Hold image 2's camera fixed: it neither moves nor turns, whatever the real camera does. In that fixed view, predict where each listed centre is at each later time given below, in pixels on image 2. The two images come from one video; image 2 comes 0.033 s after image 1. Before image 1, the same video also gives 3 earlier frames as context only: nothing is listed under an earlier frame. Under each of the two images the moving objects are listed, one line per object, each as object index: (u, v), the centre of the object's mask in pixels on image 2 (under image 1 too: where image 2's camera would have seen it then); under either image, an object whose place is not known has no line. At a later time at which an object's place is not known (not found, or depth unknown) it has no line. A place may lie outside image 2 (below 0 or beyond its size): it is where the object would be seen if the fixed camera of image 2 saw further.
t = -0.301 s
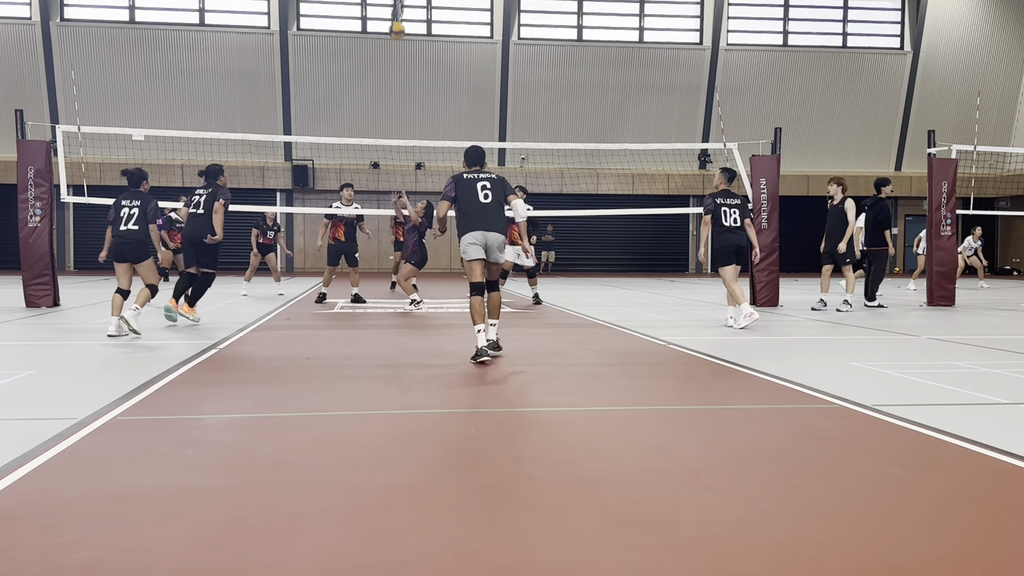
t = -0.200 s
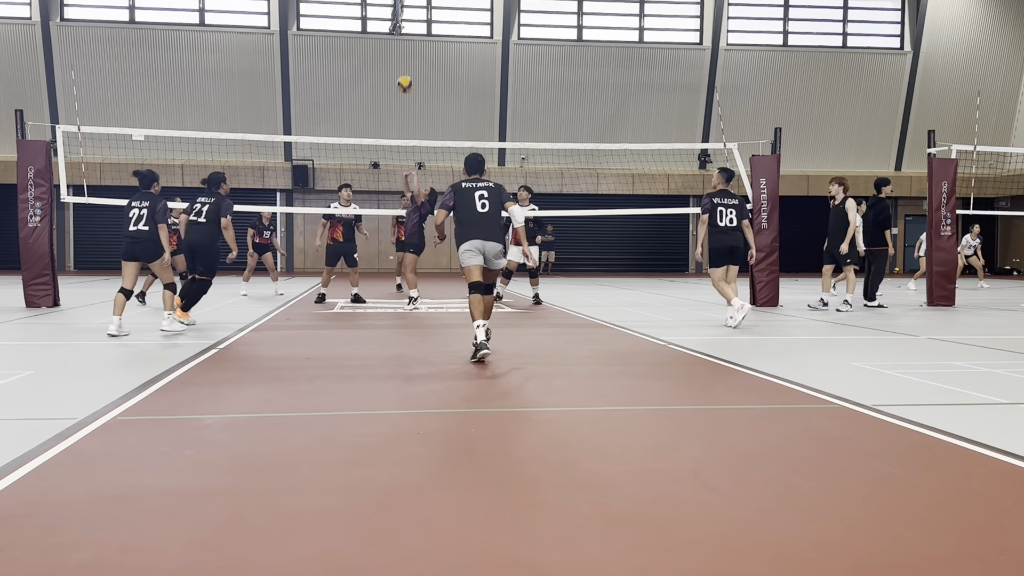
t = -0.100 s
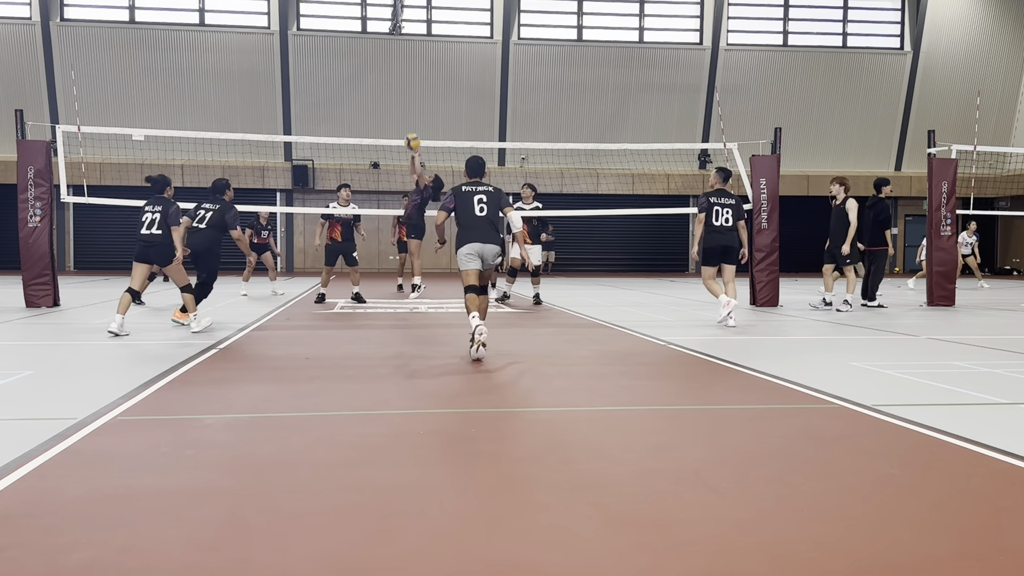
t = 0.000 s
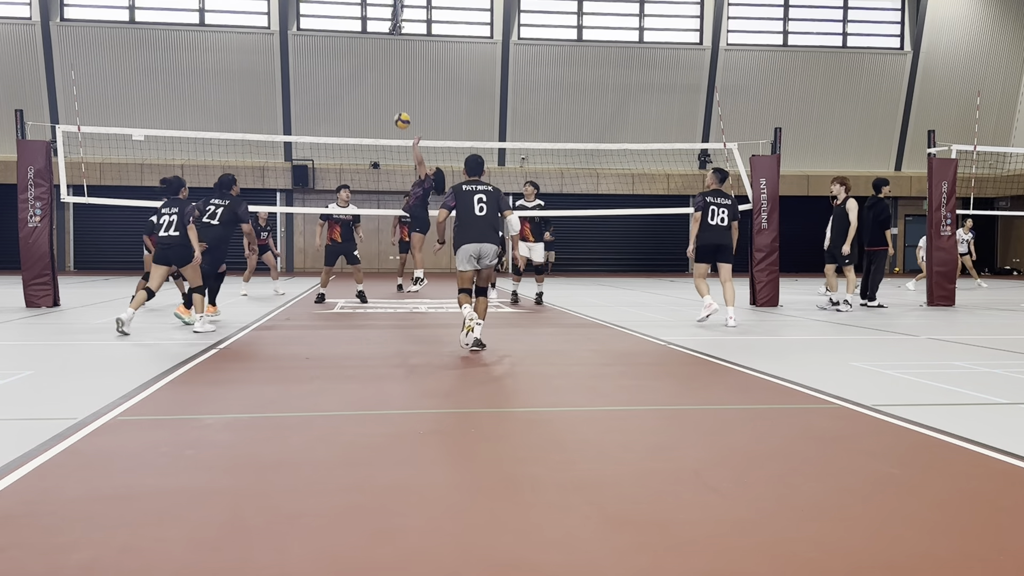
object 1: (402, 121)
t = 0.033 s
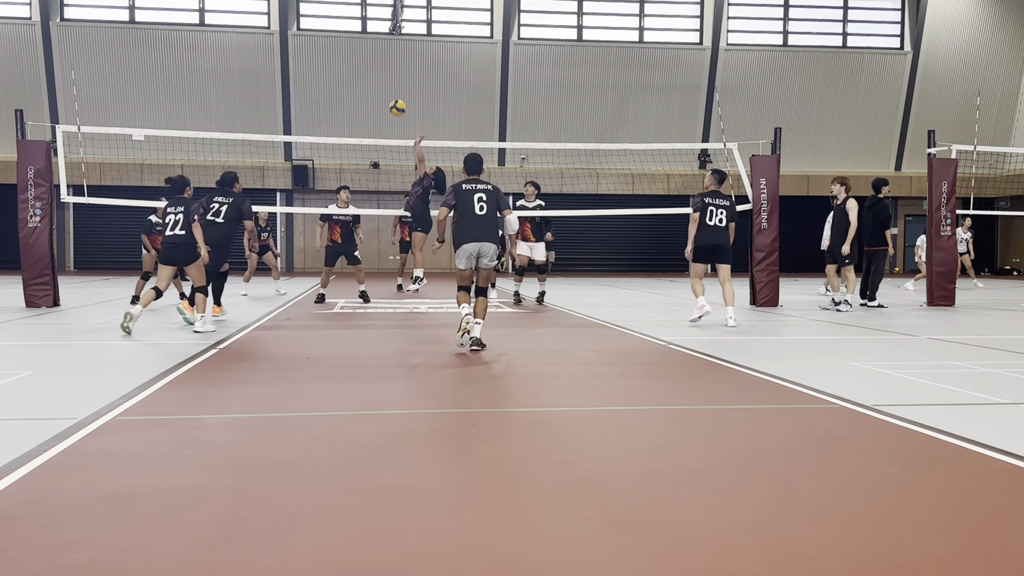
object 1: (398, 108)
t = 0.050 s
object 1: (395, 102)
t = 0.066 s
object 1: (393, 95)
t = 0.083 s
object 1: (390, 90)
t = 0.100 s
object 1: (388, 84)
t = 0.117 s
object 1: (386, 79)
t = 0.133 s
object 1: (384, 73)
